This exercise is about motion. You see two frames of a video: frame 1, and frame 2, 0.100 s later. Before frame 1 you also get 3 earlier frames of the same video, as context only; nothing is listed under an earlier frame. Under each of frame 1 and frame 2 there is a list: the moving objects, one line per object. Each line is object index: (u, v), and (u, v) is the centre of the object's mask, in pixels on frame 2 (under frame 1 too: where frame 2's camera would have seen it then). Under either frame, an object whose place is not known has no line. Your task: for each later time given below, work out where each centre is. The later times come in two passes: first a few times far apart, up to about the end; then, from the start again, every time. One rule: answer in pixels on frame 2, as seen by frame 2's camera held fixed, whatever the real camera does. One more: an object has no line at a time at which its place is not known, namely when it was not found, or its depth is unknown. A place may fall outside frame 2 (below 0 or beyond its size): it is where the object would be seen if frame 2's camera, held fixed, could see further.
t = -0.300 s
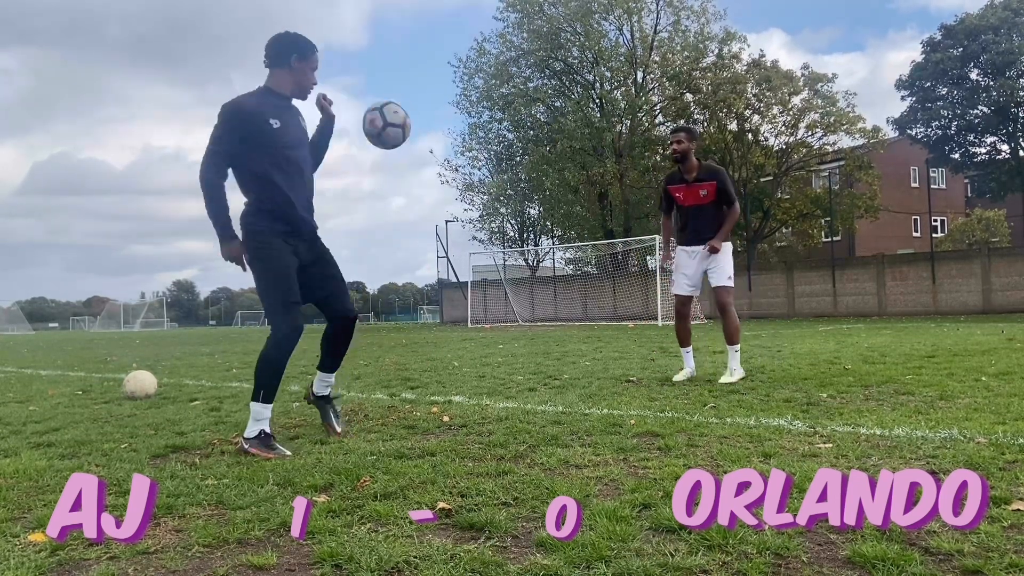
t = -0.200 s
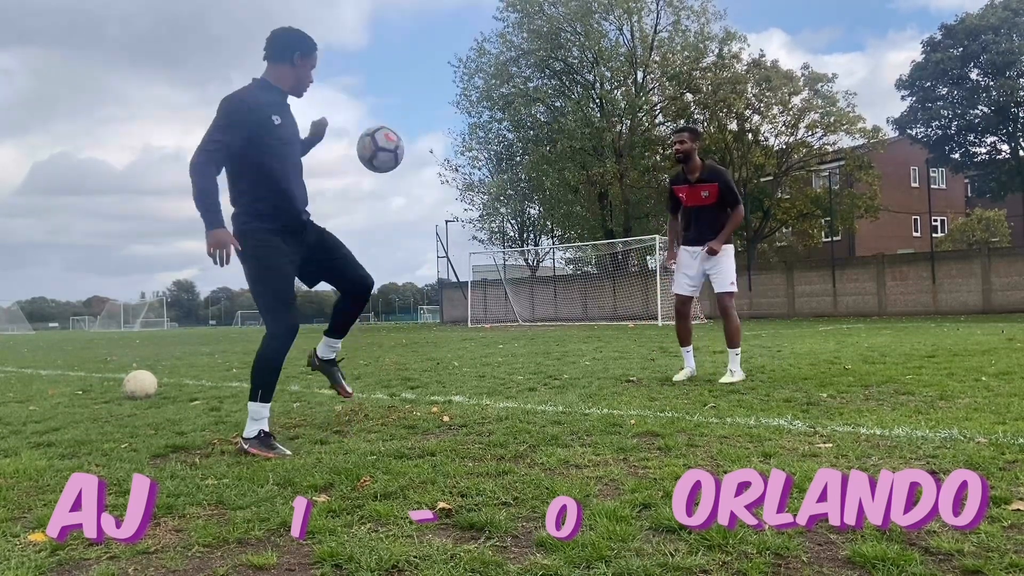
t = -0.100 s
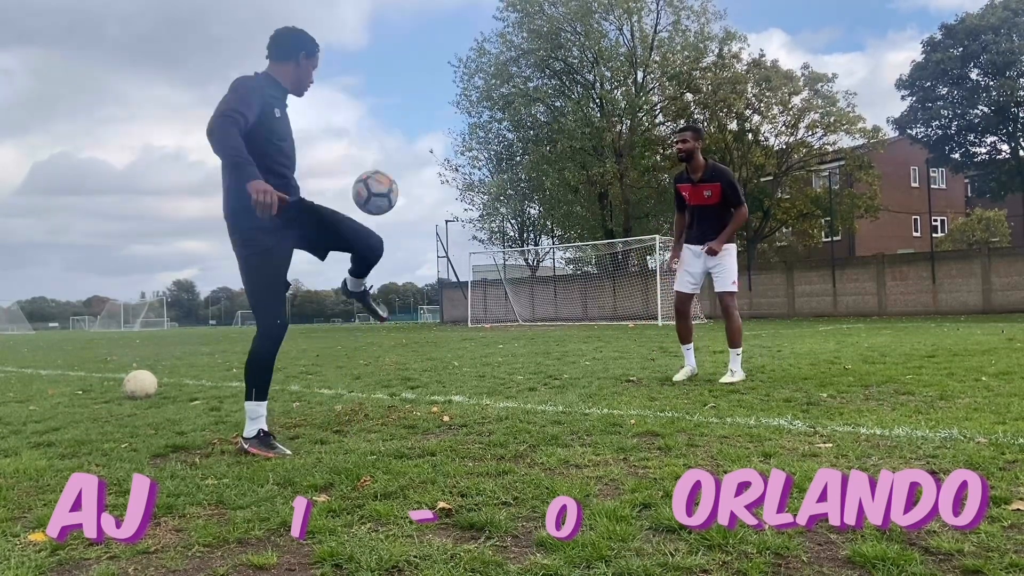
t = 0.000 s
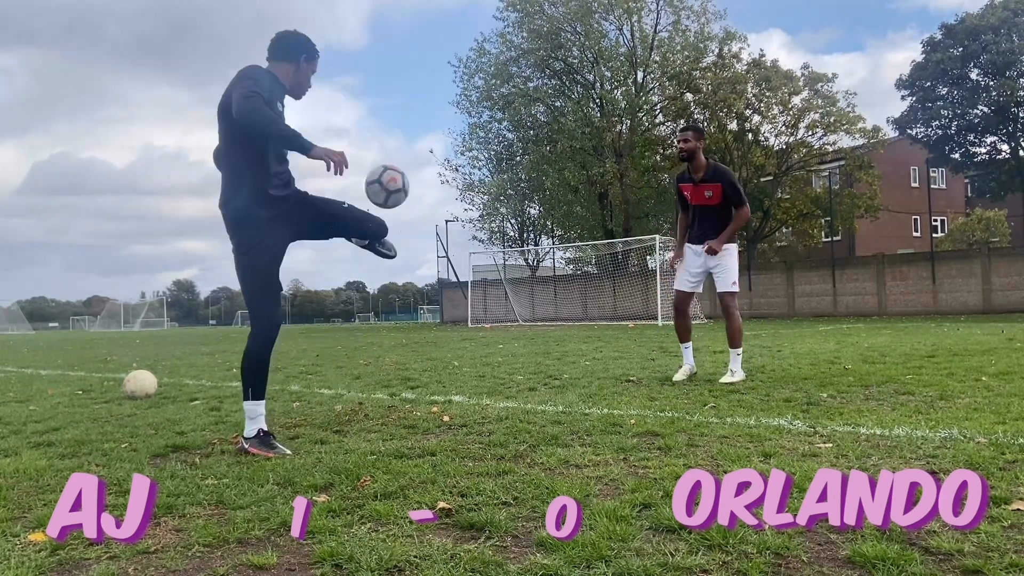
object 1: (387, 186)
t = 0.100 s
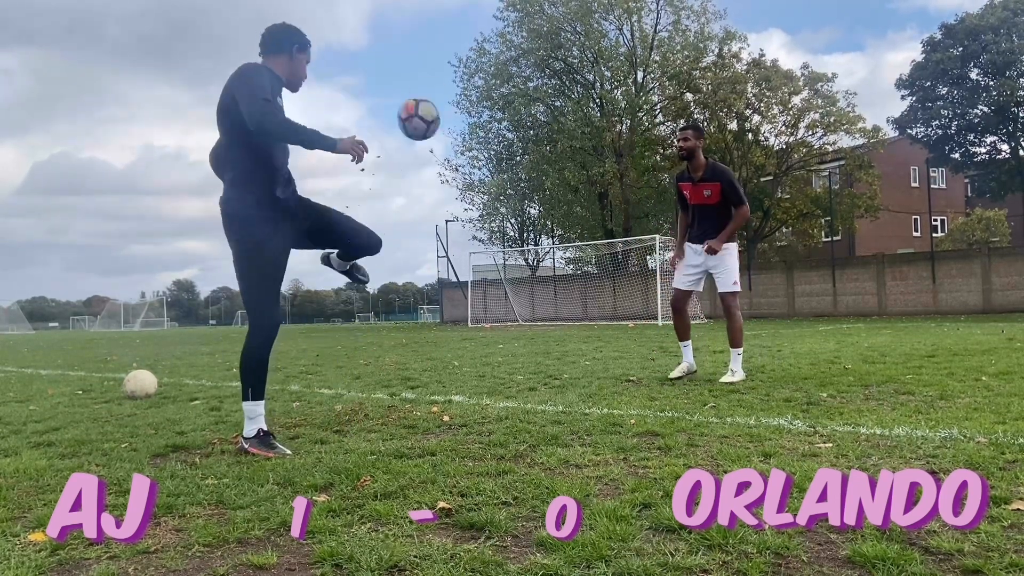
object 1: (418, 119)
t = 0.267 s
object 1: (468, 55)
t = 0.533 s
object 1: (542, 61)
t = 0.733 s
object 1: (591, 141)
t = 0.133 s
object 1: (429, 101)
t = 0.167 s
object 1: (440, 86)
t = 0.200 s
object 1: (449, 74)
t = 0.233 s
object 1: (458, 63)
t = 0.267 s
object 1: (468, 55)
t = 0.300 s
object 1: (478, 49)
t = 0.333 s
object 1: (488, 45)
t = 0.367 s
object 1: (497, 44)
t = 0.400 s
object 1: (506, 43)
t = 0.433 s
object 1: (514, 43)
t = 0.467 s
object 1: (524, 48)
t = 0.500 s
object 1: (533, 54)
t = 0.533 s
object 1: (542, 61)
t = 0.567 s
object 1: (550, 70)
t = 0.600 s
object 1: (558, 81)
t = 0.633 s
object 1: (567, 93)
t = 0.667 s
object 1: (575, 109)
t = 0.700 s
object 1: (583, 124)
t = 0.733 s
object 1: (591, 141)
